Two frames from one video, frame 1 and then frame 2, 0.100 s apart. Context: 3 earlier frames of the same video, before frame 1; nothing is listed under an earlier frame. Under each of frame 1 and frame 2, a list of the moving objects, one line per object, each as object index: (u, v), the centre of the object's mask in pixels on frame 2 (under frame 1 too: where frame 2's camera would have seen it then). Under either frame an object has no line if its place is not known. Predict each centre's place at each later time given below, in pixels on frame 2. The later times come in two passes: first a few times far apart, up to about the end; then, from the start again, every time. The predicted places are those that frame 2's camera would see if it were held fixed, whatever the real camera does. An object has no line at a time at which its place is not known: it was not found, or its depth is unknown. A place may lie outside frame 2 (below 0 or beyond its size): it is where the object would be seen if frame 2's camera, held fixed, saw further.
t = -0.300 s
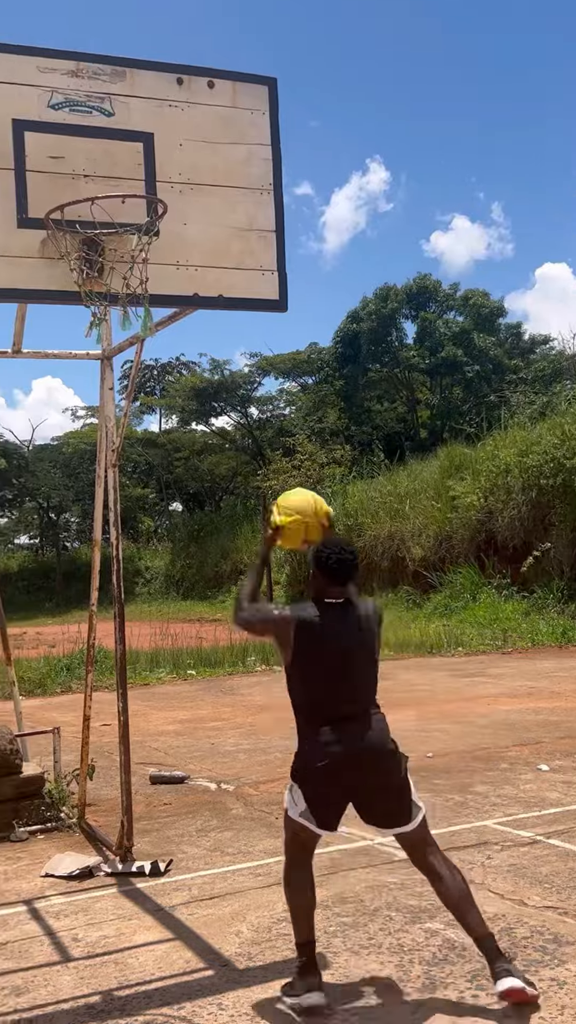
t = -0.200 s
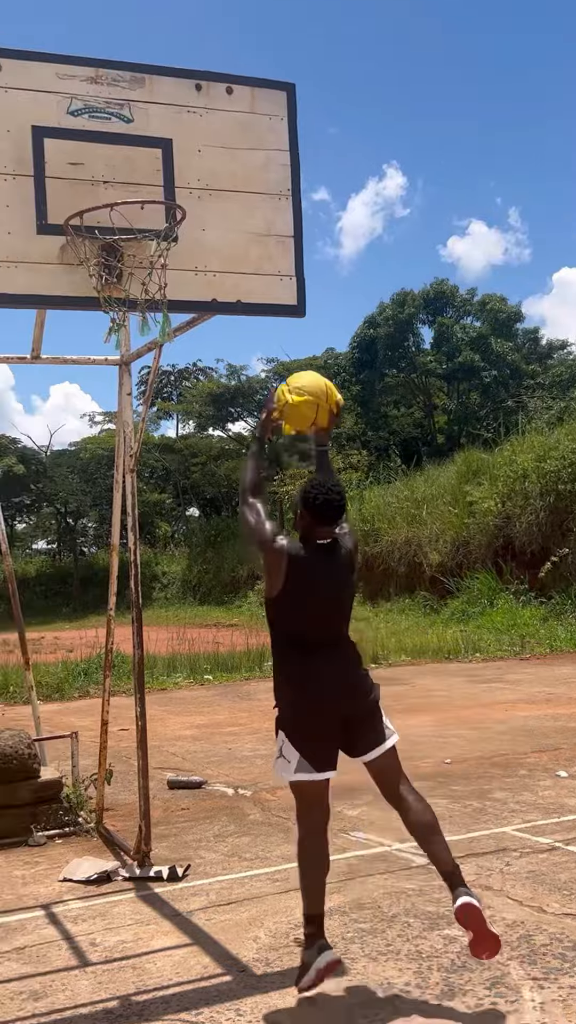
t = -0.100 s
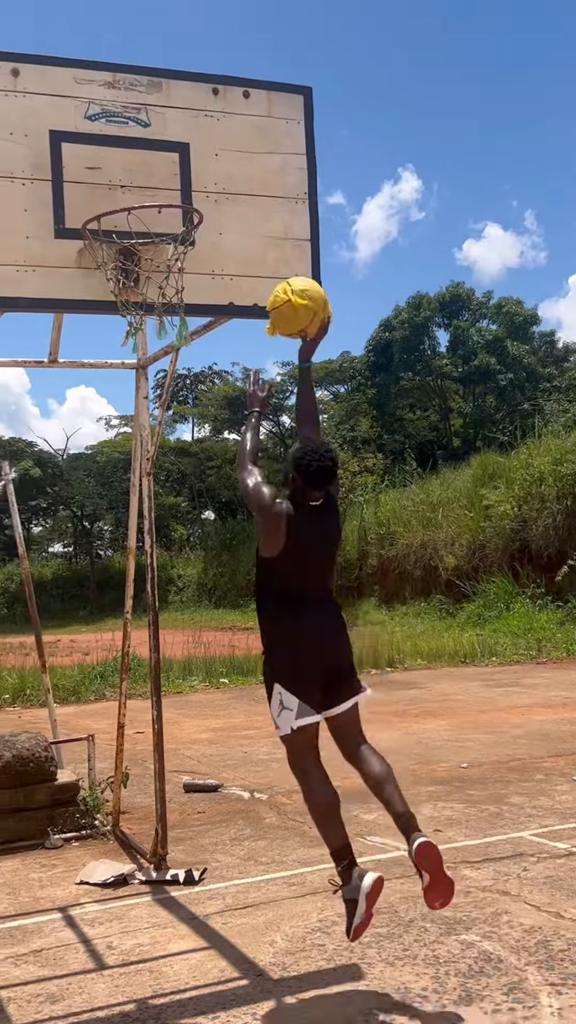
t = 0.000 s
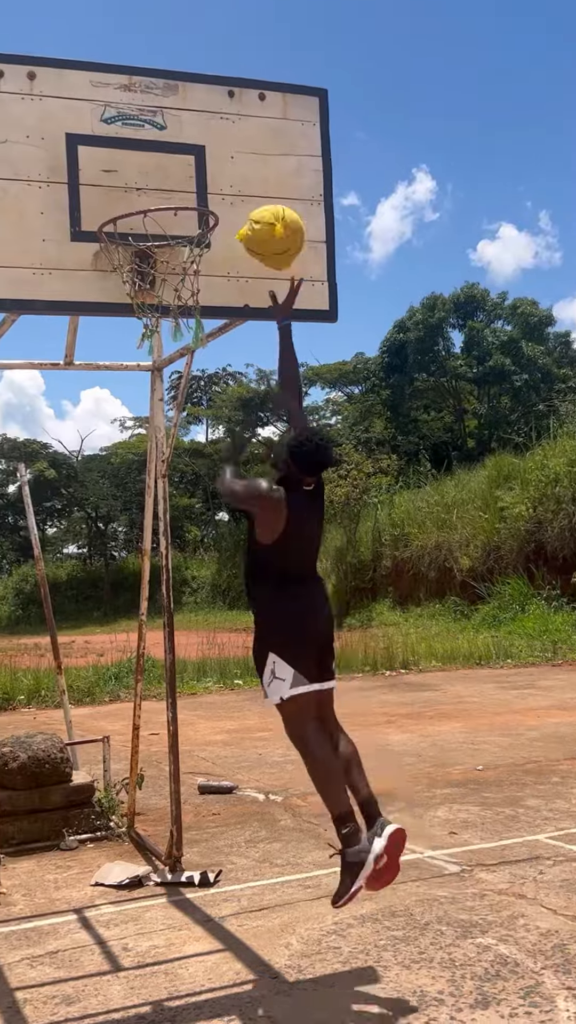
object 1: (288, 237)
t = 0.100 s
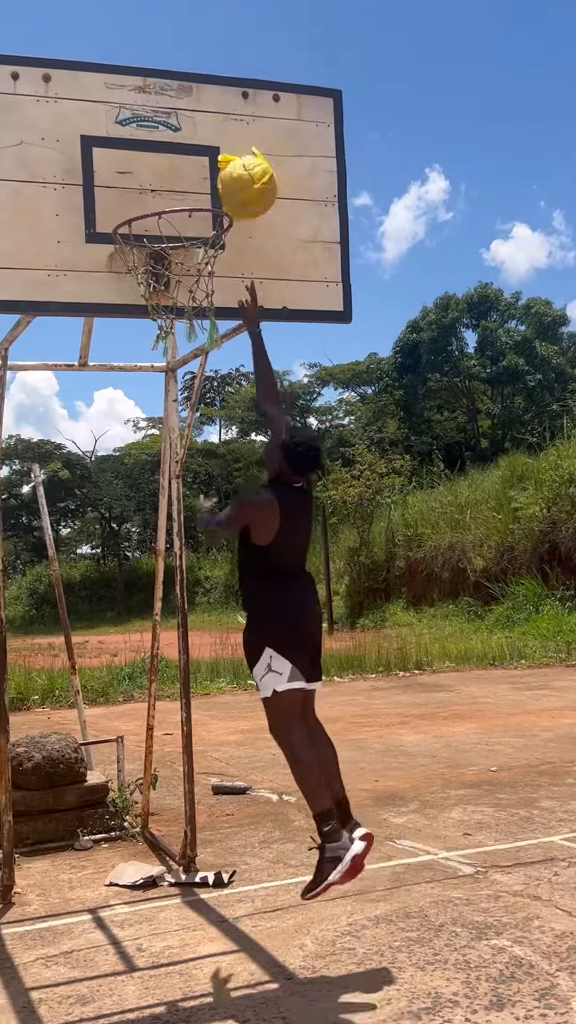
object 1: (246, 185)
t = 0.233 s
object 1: (213, 159)
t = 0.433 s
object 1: (197, 193)
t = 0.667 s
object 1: (176, 325)
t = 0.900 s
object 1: (159, 540)
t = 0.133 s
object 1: (235, 172)
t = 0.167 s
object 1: (223, 163)
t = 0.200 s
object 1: (217, 158)
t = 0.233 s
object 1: (213, 159)
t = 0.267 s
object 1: (211, 159)
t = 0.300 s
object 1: (210, 161)
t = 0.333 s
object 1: (207, 165)
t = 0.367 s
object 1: (204, 171)
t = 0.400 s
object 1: (201, 178)
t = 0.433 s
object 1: (197, 193)
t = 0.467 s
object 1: (193, 212)
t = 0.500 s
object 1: (190, 232)
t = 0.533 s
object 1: (186, 252)
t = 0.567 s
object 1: (184, 272)
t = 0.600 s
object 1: (181, 288)
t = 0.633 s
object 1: (177, 303)
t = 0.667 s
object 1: (176, 325)
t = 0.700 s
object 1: (173, 351)
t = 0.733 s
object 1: (170, 376)
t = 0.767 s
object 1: (169, 404)
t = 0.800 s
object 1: (169, 437)
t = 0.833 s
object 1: (166, 471)
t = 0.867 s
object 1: (163, 505)
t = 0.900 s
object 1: (159, 540)
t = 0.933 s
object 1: (158, 582)
